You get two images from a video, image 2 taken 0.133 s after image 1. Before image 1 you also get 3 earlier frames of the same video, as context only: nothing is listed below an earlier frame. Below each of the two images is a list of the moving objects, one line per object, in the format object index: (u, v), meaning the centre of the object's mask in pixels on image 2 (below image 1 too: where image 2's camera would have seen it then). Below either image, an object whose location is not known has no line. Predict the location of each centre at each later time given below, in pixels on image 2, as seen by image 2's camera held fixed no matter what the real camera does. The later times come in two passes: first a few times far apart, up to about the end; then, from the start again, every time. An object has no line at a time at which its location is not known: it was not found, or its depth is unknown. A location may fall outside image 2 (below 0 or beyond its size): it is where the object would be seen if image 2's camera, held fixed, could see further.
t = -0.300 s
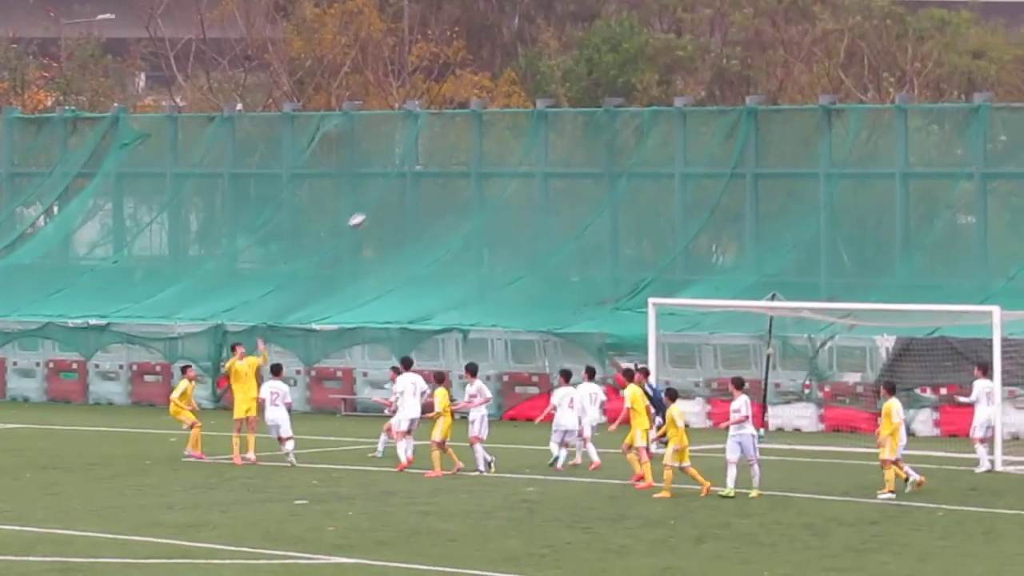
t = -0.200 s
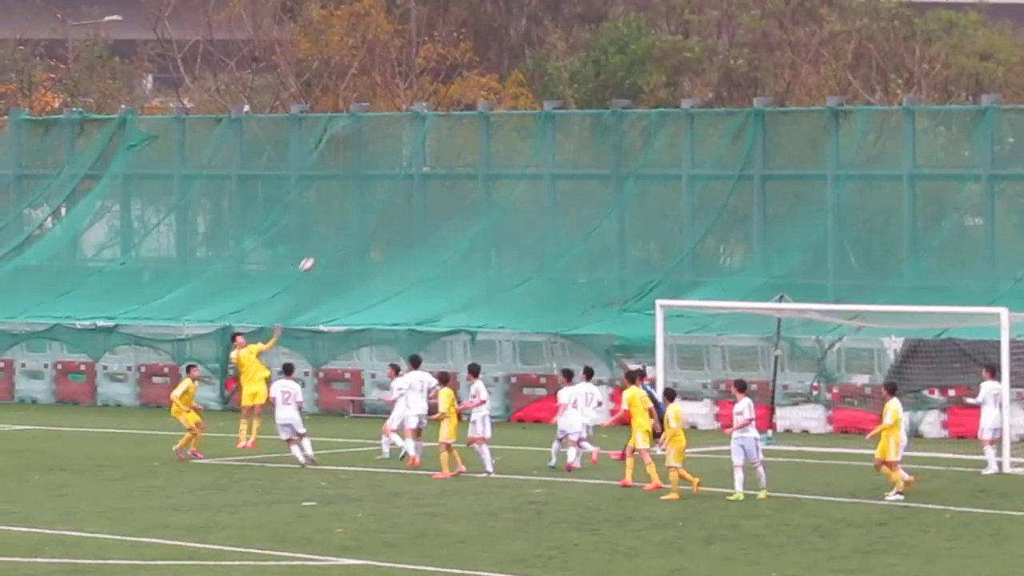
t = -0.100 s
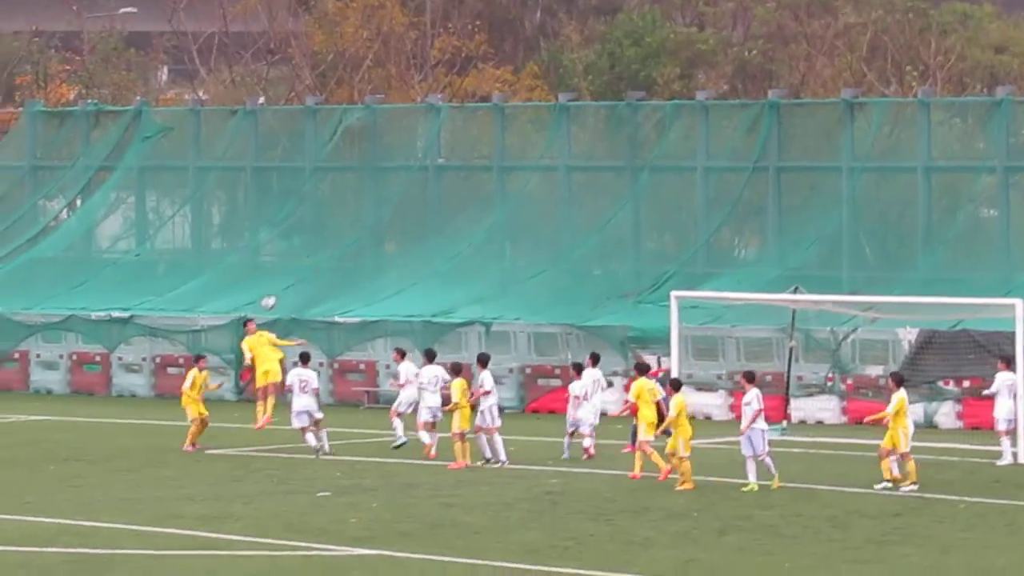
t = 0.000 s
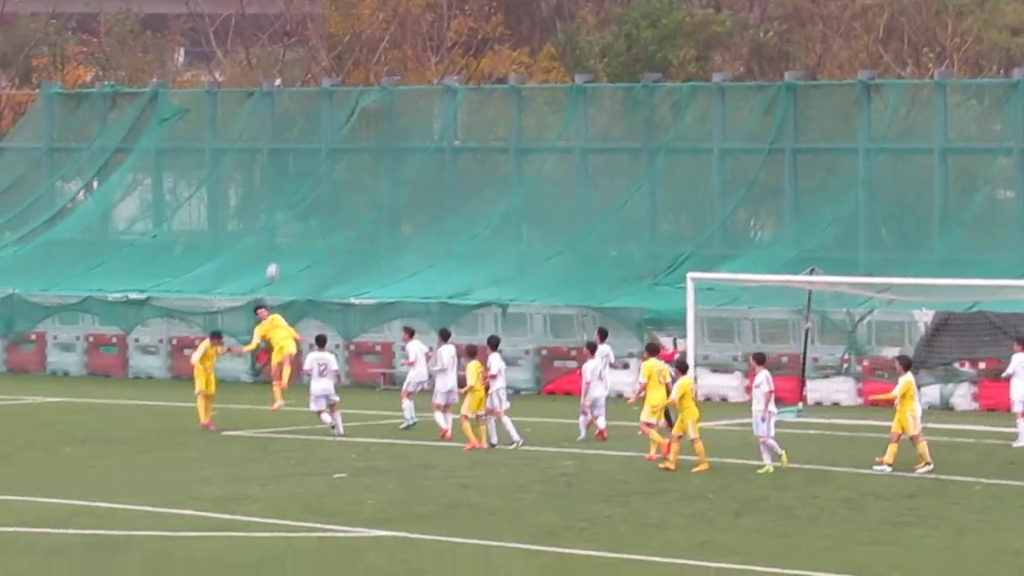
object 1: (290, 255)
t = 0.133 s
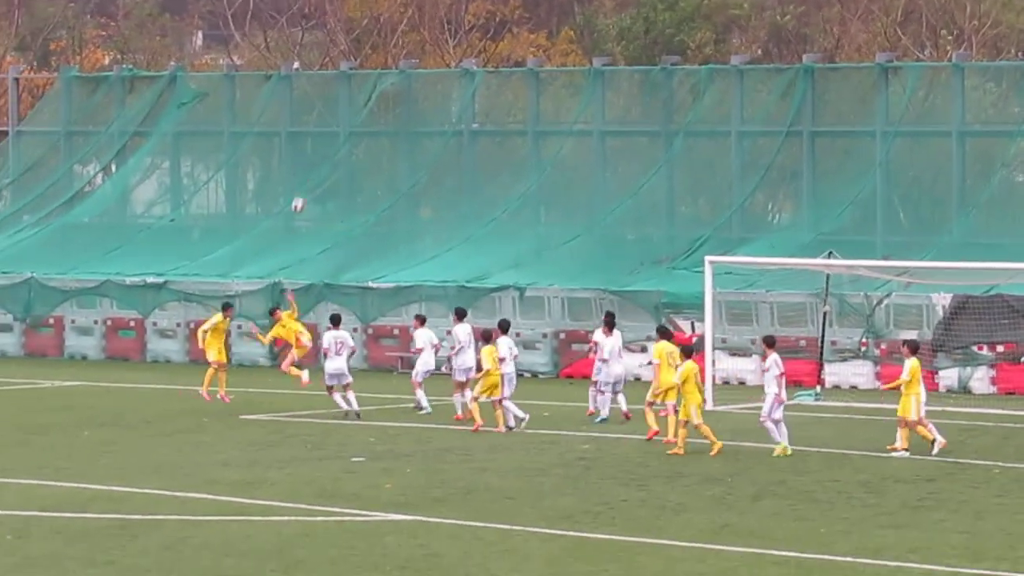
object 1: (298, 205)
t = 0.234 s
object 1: (304, 173)
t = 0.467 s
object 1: (318, 123)
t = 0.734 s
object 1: (330, 104)
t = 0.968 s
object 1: (341, 122)
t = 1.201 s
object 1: (350, 170)
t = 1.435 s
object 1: (358, 251)
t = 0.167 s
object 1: (300, 194)
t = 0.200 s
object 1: (302, 183)
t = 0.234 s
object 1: (304, 173)
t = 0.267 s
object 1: (306, 164)
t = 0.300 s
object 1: (308, 156)
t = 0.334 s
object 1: (309, 148)
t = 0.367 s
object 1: (312, 141)
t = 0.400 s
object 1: (314, 134)
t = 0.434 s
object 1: (315, 128)
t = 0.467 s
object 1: (318, 123)
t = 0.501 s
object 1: (319, 118)
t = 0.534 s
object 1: (320, 114)
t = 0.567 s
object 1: (322, 111)
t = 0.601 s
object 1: (324, 109)
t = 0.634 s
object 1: (325, 106)
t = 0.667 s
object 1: (328, 105)
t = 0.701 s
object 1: (329, 104)
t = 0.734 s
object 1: (330, 104)
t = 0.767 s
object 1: (332, 105)
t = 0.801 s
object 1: (333, 106)
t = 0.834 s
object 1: (334, 108)
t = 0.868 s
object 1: (337, 110)
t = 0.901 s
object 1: (337, 113)
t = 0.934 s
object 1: (339, 117)
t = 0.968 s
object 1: (341, 122)
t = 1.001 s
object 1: (341, 126)
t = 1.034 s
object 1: (343, 132)
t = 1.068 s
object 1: (345, 138)
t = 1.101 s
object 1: (345, 145)
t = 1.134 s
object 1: (347, 153)
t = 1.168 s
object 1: (349, 161)
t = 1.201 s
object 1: (350, 170)
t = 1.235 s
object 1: (351, 180)
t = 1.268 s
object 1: (353, 190)
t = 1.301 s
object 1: (353, 201)
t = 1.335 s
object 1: (354, 212)
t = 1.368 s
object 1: (356, 225)
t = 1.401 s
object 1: (356, 237)
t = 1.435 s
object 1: (358, 251)
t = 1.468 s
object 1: (359, 264)
